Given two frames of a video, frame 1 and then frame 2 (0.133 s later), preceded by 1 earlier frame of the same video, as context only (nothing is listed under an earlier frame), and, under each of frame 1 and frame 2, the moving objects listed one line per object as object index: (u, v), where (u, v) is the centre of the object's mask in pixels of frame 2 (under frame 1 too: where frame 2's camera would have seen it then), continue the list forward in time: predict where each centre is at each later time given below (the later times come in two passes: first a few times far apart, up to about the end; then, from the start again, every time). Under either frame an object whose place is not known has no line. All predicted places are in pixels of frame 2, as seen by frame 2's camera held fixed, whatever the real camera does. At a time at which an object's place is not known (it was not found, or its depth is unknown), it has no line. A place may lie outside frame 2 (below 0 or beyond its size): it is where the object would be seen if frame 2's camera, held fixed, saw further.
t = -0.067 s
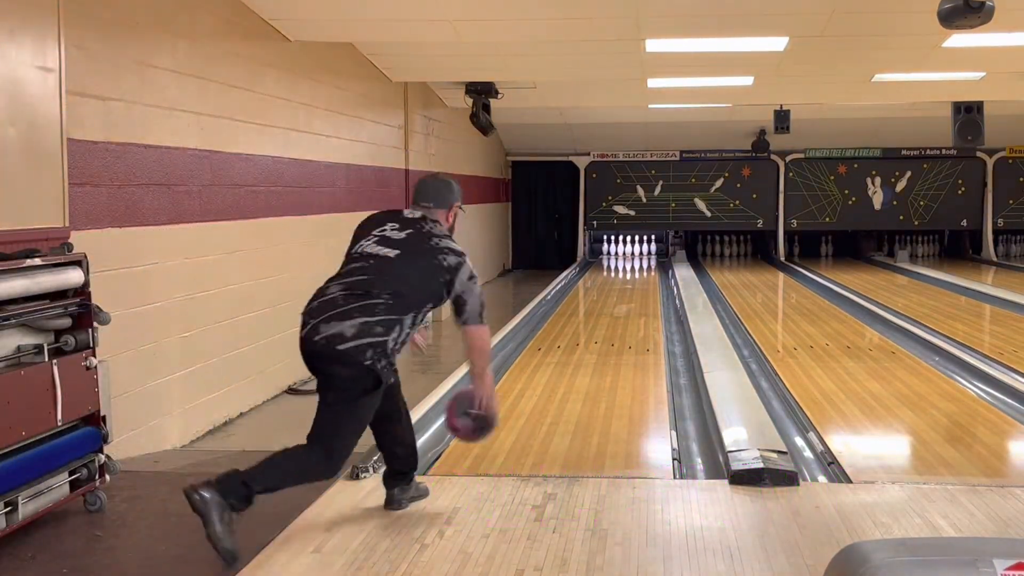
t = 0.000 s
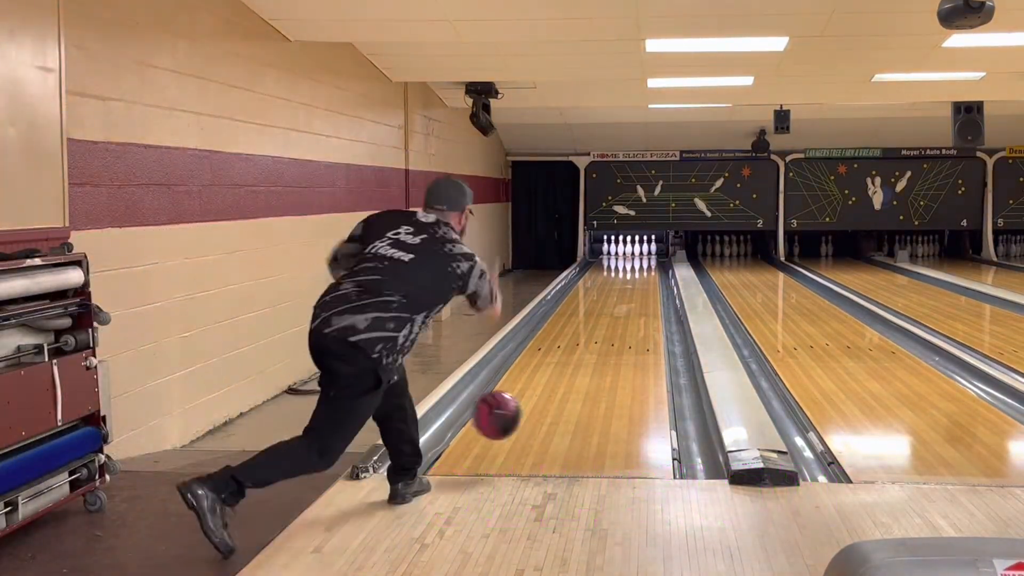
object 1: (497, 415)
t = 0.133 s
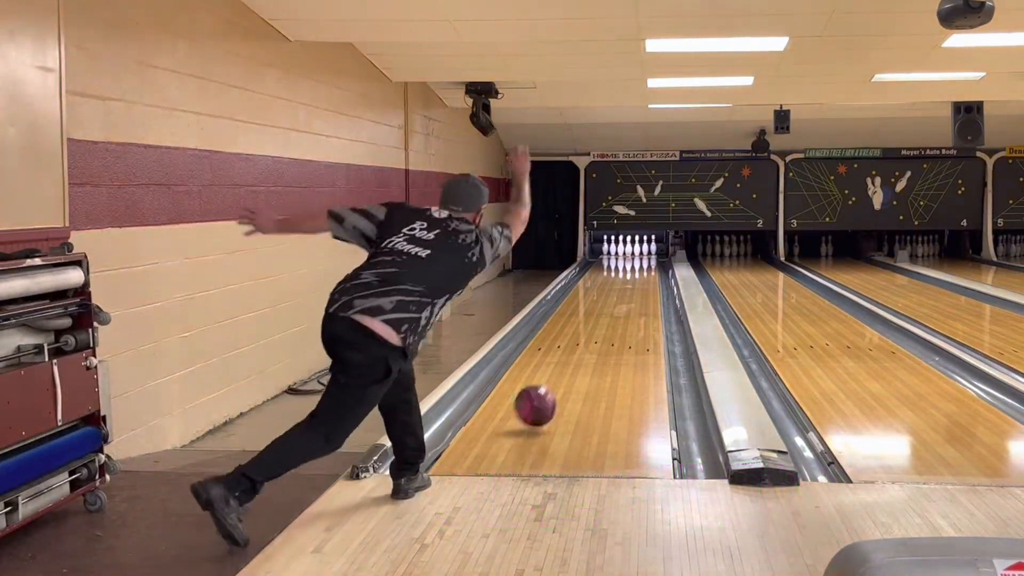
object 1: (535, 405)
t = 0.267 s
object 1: (563, 382)
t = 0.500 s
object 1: (597, 347)
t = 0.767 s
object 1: (620, 320)
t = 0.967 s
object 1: (631, 306)
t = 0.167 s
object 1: (543, 398)
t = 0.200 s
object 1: (550, 393)
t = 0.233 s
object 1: (557, 388)
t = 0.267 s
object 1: (563, 382)
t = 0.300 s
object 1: (569, 377)
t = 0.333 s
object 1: (574, 371)
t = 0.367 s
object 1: (580, 365)
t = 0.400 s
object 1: (585, 360)
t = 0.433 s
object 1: (589, 355)
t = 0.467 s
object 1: (593, 351)
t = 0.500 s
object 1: (597, 347)
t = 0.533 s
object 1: (600, 343)
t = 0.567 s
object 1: (603, 339)
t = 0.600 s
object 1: (606, 336)
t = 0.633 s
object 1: (609, 332)
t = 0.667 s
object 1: (612, 329)
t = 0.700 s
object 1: (615, 326)
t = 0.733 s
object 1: (617, 323)
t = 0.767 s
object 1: (620, 320)
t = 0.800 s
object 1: (622, 318)
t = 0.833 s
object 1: (622, 317)
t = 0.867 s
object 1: (628, 310)
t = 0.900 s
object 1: (628, 311)
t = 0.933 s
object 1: (629, 308)
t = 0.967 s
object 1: (631, 306)
